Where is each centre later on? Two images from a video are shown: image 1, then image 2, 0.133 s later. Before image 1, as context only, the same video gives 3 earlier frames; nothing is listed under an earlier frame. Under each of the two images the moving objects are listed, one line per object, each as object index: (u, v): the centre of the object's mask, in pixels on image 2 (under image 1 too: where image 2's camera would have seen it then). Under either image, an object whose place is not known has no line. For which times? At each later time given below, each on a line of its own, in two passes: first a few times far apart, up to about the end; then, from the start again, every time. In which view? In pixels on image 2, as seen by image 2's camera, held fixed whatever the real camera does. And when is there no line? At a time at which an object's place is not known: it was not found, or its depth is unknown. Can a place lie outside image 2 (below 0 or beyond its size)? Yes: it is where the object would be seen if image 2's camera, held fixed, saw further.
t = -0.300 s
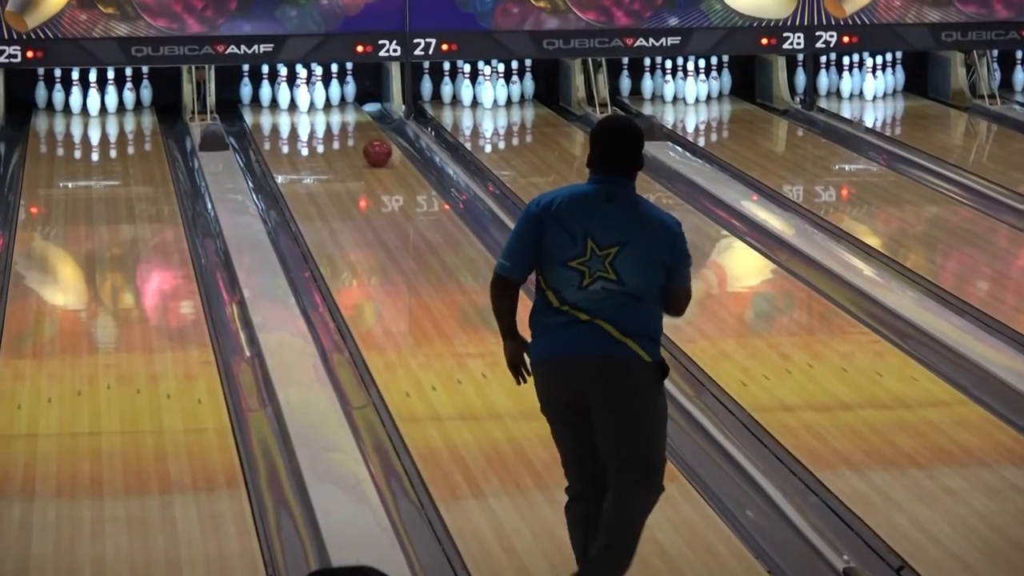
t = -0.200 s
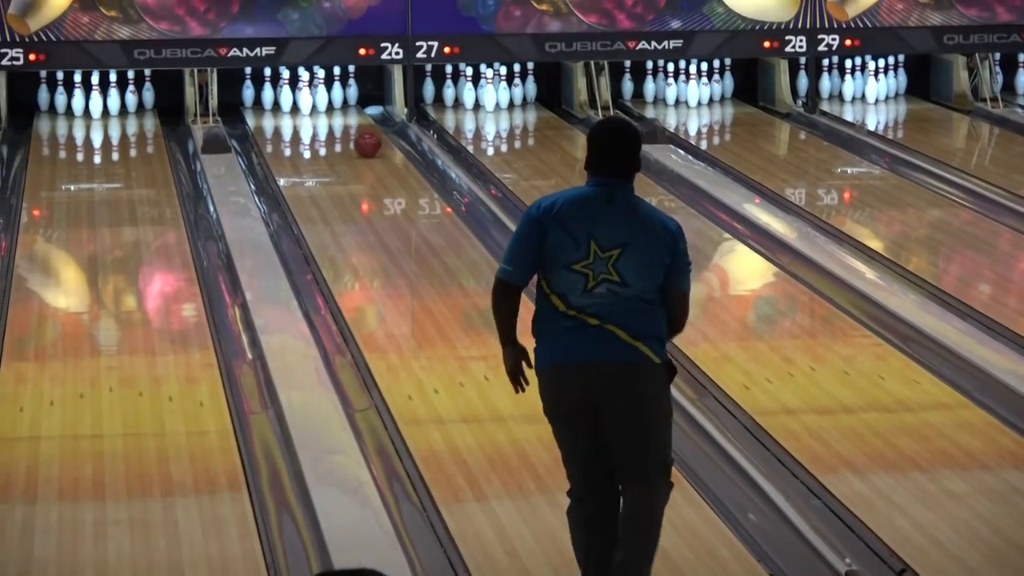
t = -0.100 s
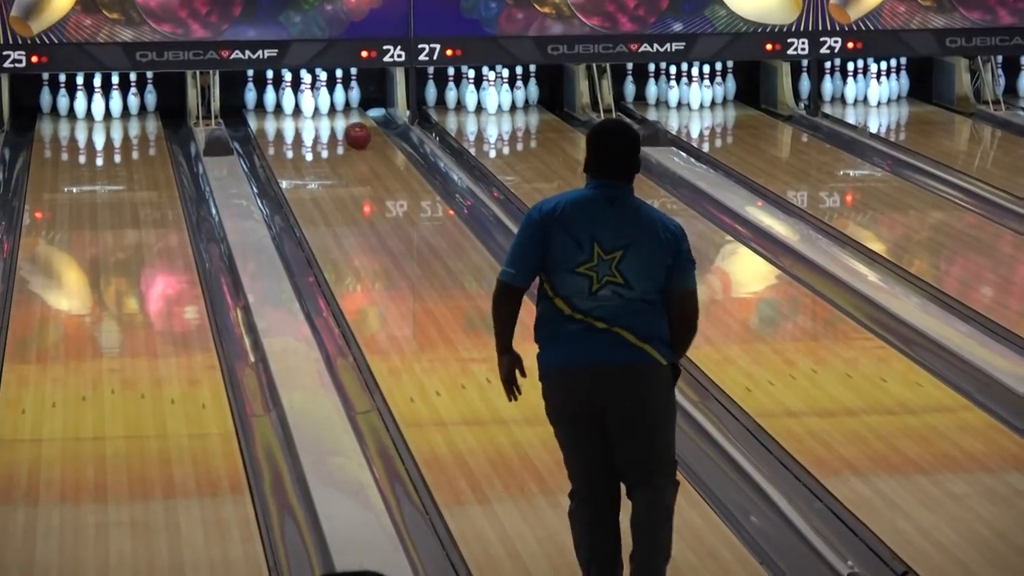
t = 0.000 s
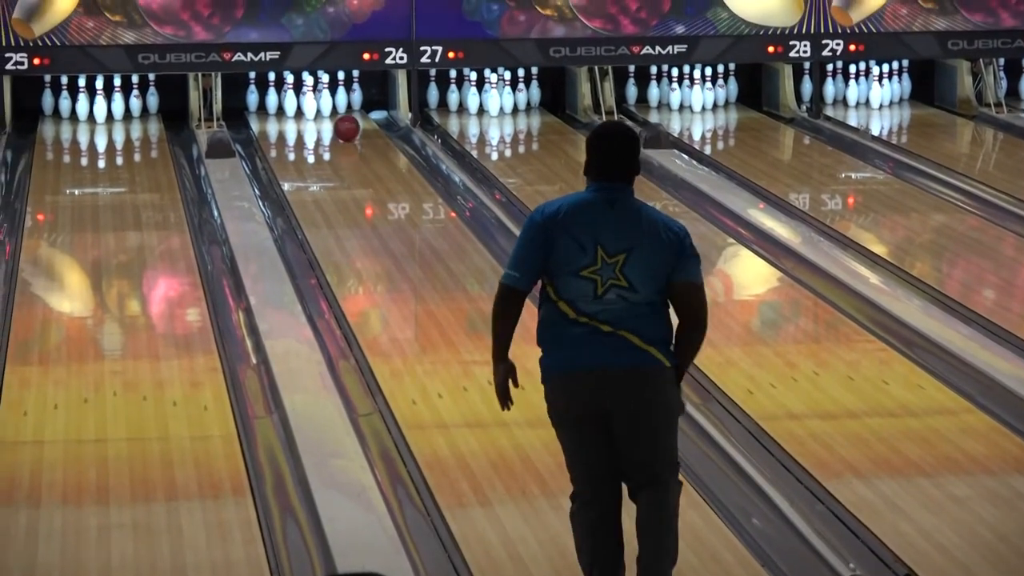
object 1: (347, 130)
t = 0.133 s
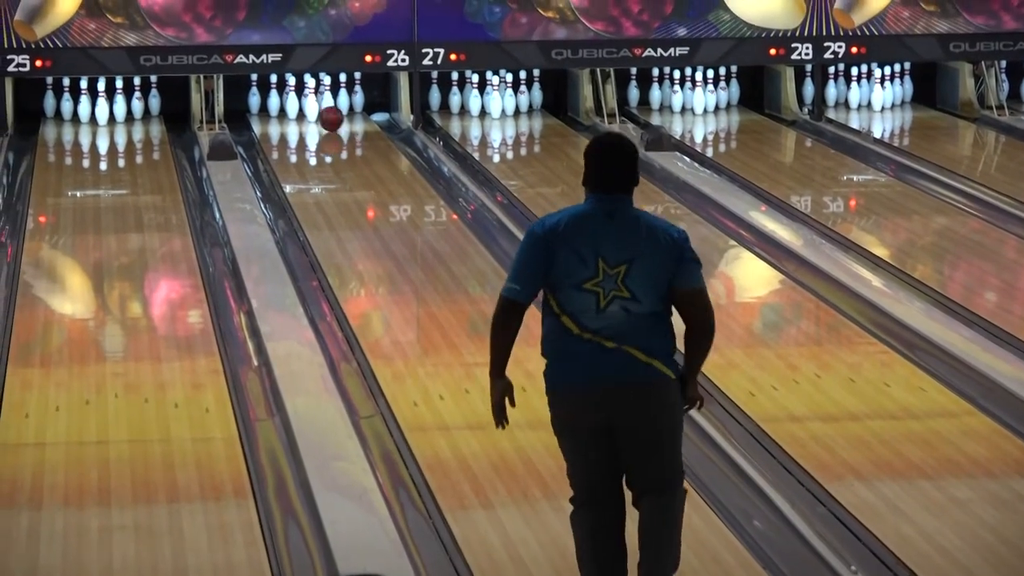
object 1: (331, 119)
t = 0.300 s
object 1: (313, 109)
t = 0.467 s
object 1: (294, 104)
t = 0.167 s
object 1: (327, 116)
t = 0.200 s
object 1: (322, 113)
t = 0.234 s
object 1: (317, 111)
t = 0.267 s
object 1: (316, 109)
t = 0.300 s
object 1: (313, 109)
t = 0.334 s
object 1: (309, 107)
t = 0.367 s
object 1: (304, 105)
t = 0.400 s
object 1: (299, 104)
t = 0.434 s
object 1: (295, 104)
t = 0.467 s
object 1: (294, 104)
